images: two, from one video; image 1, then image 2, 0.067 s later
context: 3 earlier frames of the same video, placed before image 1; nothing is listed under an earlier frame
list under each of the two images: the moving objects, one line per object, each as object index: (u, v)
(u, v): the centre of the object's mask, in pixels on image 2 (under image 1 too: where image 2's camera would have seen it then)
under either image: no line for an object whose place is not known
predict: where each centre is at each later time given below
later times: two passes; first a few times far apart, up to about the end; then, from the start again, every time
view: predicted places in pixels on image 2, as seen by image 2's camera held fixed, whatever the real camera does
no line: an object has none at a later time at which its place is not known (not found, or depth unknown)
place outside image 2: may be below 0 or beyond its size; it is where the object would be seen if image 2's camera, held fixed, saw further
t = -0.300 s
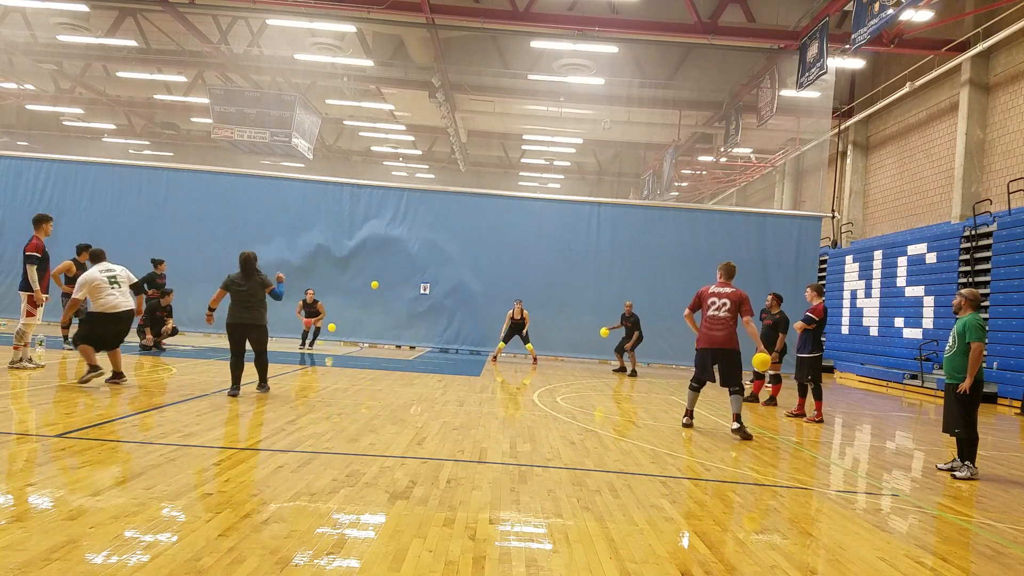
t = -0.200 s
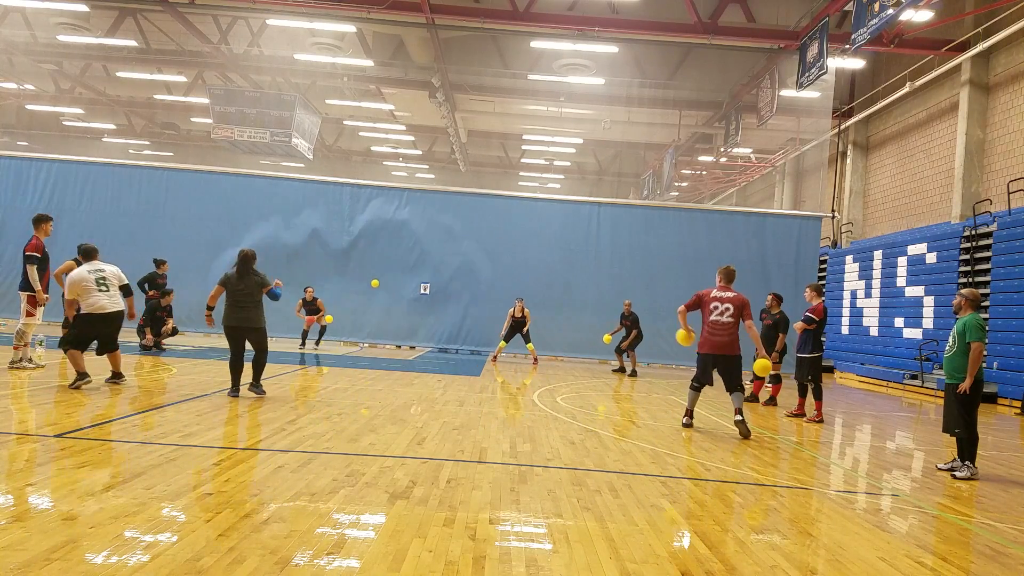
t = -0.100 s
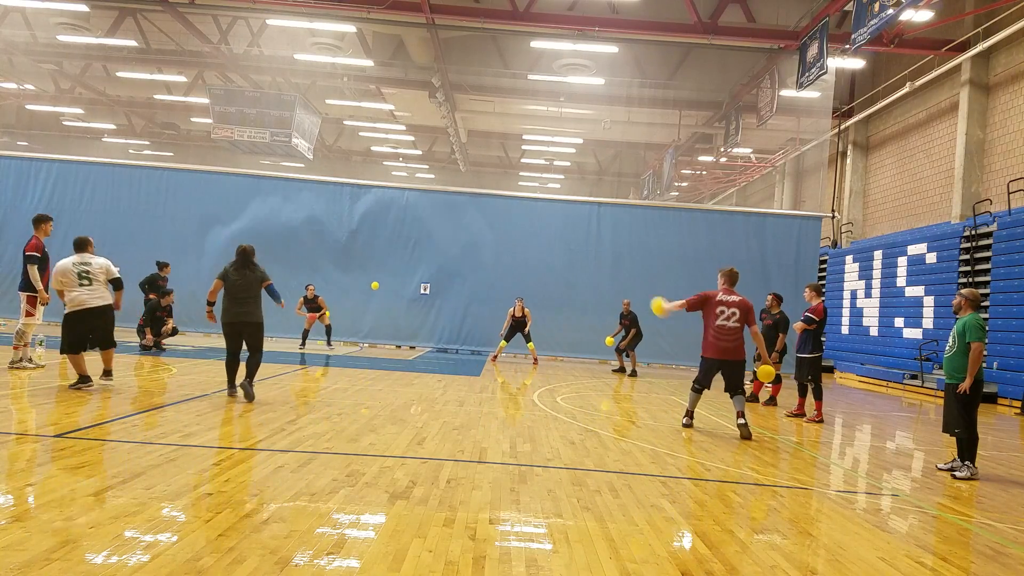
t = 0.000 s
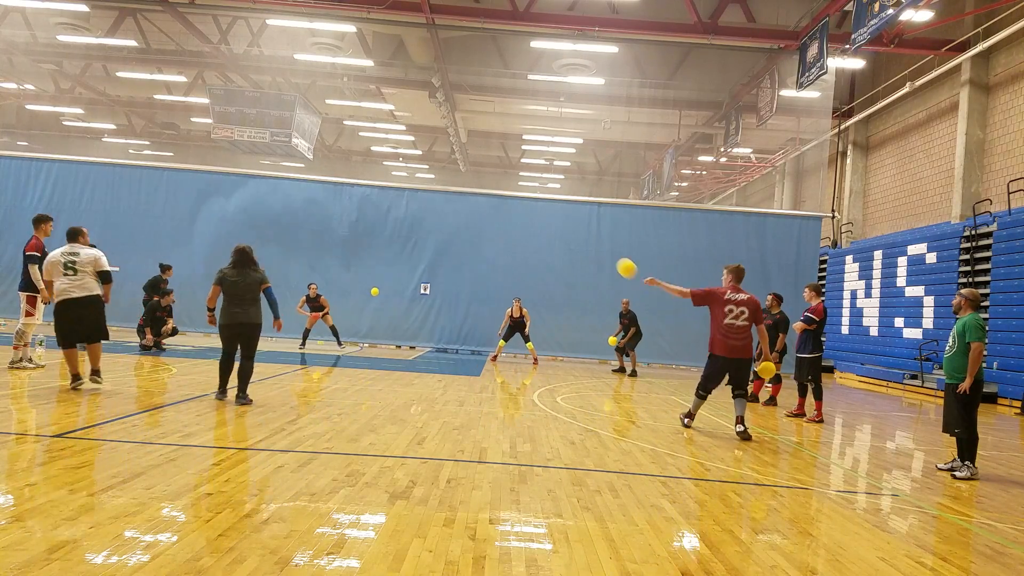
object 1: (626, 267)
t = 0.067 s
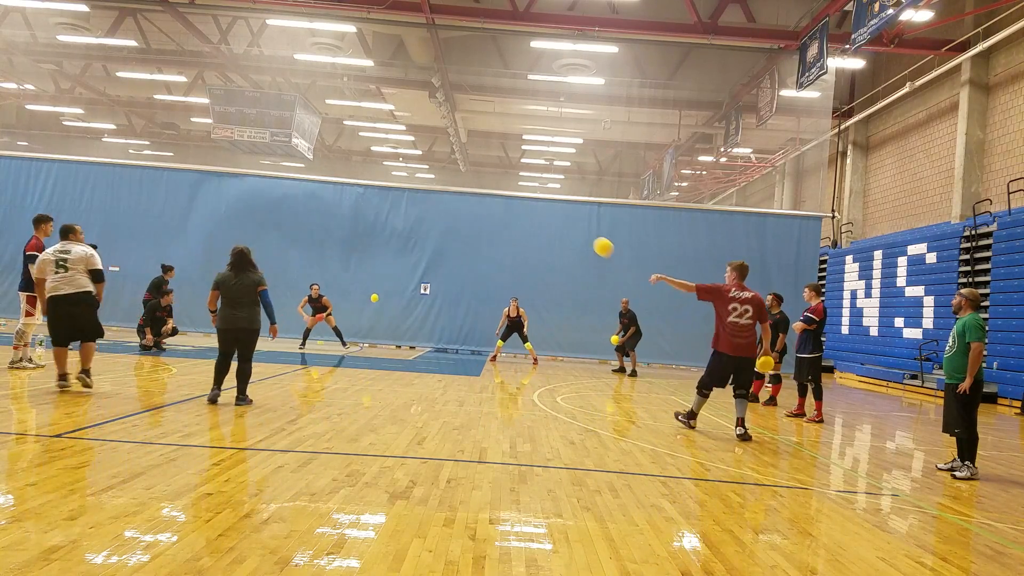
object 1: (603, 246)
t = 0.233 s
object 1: (542, 210)
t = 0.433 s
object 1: (464, 199)
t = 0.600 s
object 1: (395, 219)
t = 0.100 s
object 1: (591, 237)
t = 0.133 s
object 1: (579, 229)
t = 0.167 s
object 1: (567, 222)
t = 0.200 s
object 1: (555, 216)
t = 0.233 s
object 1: (542, 210)
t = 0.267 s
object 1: (529, 205)
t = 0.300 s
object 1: (516, 202)
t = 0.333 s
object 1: (504, 200)
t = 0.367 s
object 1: (491, 199)
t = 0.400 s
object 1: (477, 199)
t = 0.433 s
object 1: (464, 199)
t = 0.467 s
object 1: (451, 201)
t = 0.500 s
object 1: (438, 204)
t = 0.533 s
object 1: (424, 208)
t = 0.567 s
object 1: (410, 213)
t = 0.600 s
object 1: (395, 219)
